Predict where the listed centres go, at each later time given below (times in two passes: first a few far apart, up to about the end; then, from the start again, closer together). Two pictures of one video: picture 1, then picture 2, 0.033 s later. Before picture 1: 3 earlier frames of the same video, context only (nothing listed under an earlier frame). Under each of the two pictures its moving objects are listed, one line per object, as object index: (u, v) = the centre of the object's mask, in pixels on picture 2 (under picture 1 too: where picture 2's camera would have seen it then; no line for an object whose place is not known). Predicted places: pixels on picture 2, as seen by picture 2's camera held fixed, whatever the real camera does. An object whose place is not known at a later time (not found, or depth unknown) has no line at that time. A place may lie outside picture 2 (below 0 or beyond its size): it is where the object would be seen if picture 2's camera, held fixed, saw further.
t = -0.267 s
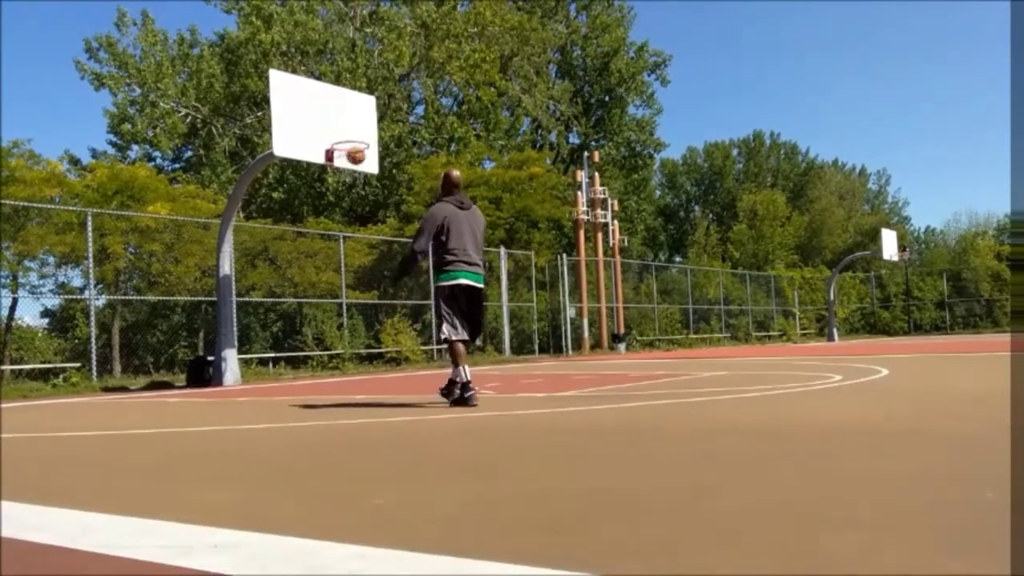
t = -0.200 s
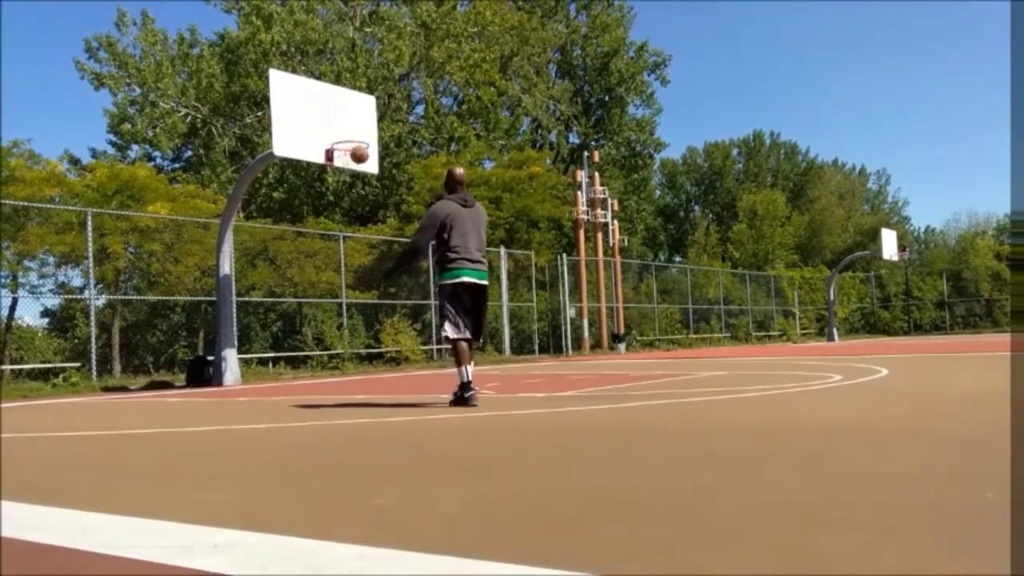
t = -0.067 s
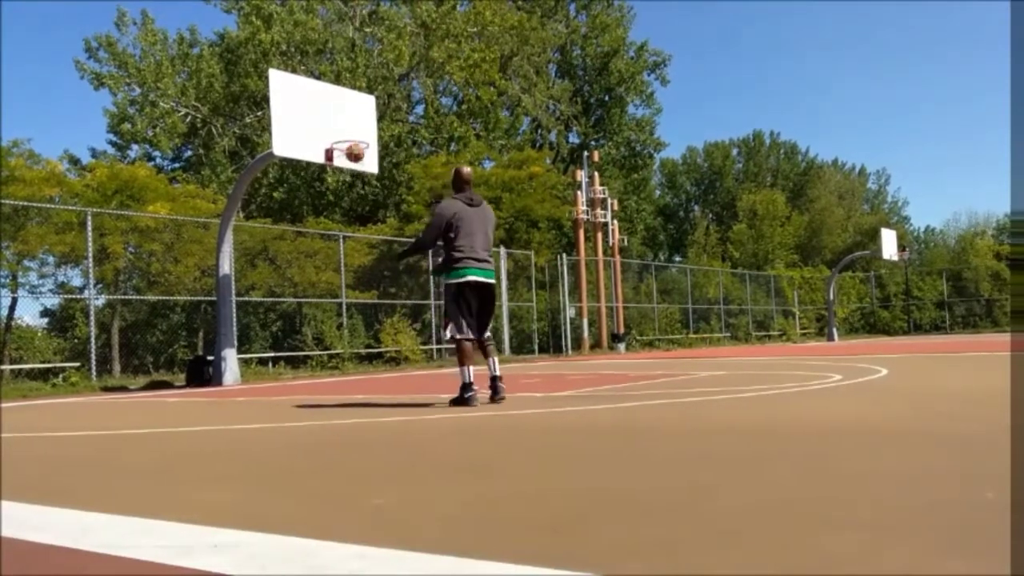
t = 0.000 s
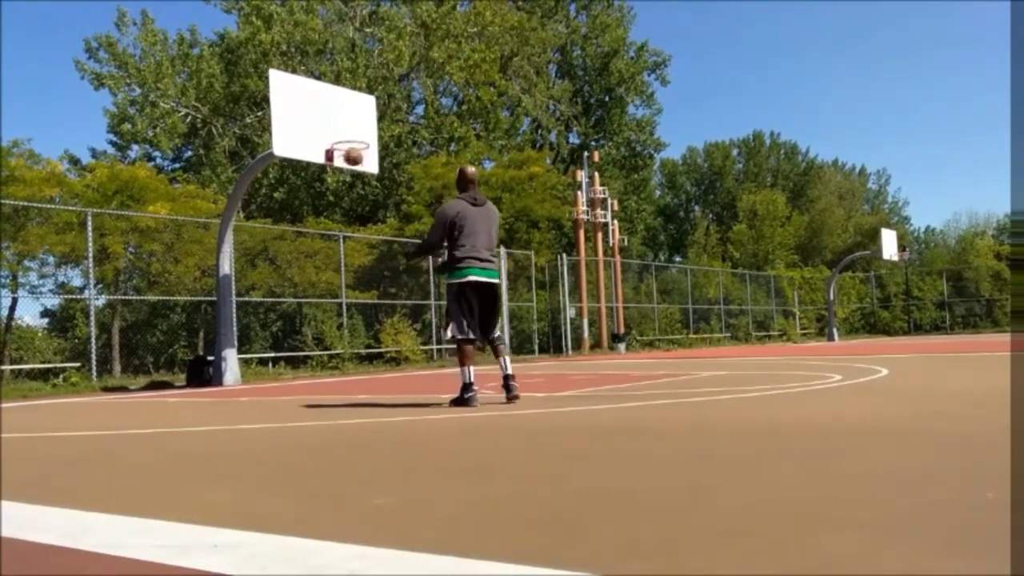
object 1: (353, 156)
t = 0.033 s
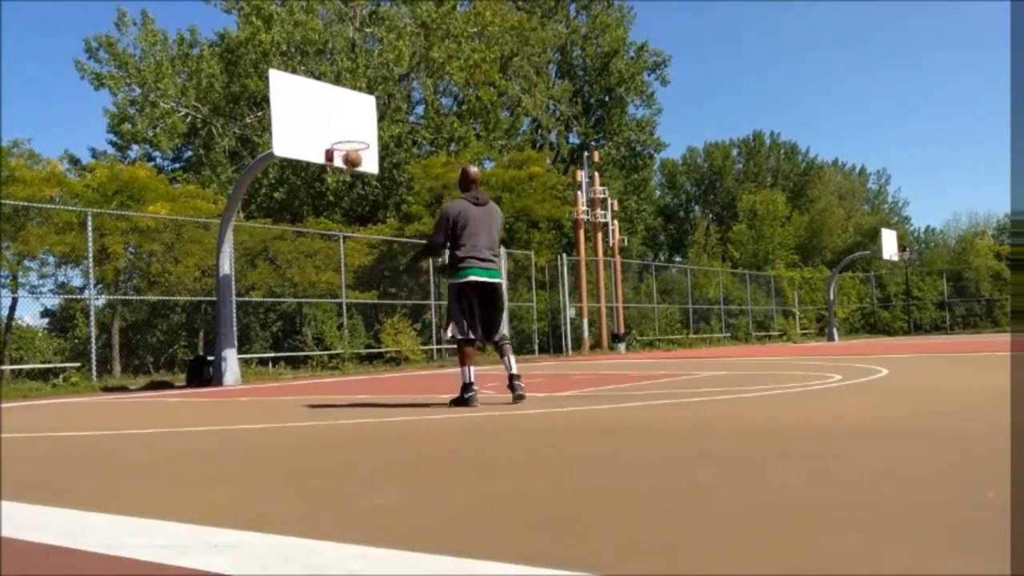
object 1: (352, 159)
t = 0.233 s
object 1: (350, 178)
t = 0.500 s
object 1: (350, 234)
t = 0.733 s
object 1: (352, 324)
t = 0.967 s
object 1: (352, 323)
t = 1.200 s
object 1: (349, 267)
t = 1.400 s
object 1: (351, 251)
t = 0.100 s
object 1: (350, 165)
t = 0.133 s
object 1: (349, 168)
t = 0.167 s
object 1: (350, 171)
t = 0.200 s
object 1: (350, 176)
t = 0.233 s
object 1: (350, 178)
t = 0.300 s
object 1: (350, 186)
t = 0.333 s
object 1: (349, 193)
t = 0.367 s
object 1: (349, 200)
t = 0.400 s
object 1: (349, 208)
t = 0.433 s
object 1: (350, 215)
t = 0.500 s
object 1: (350, 234)
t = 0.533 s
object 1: (350, 245)
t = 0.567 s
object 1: (351, 257)
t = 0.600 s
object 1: (351, 268)
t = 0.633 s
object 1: (352, 281)
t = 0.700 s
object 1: (351, 309)
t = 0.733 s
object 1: (352, 324)
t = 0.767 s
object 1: (352, 340)
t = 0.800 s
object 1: (353, 356)
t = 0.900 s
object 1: (352, 348)
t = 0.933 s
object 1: (352, 335)
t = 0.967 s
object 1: (352, 323)
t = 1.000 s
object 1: (351, 312)
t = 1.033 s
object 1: (351, 303)
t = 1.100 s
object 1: (350, 286)
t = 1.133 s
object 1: (350, 278)
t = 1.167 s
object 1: (350, 272)
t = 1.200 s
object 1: (349, 267)
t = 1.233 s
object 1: (350, 263)
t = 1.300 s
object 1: (350, 255)
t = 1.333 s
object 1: (350, 253)
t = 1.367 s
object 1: (350, 252)
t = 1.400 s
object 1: (351, 251)
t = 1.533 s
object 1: (352, 257)
